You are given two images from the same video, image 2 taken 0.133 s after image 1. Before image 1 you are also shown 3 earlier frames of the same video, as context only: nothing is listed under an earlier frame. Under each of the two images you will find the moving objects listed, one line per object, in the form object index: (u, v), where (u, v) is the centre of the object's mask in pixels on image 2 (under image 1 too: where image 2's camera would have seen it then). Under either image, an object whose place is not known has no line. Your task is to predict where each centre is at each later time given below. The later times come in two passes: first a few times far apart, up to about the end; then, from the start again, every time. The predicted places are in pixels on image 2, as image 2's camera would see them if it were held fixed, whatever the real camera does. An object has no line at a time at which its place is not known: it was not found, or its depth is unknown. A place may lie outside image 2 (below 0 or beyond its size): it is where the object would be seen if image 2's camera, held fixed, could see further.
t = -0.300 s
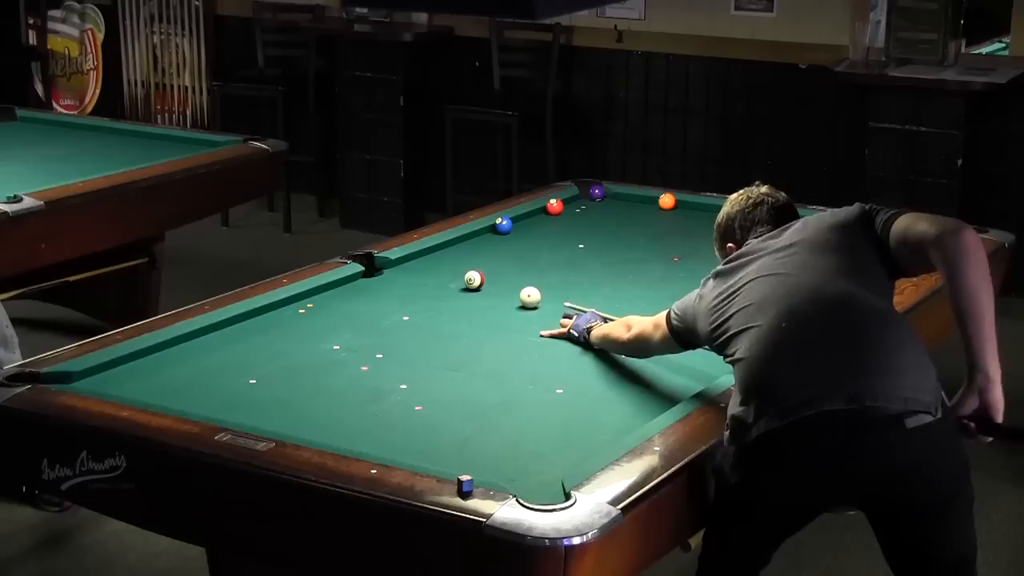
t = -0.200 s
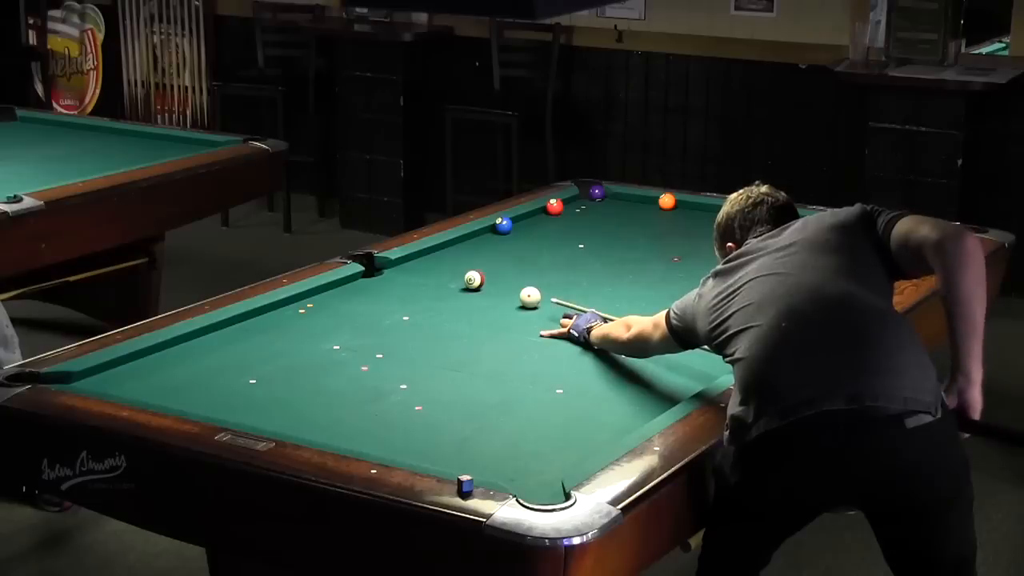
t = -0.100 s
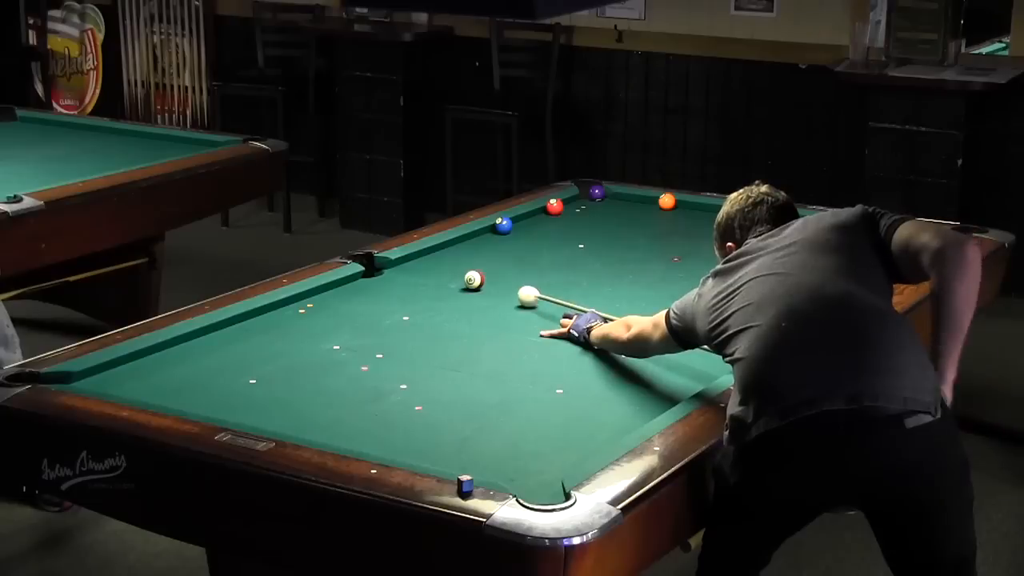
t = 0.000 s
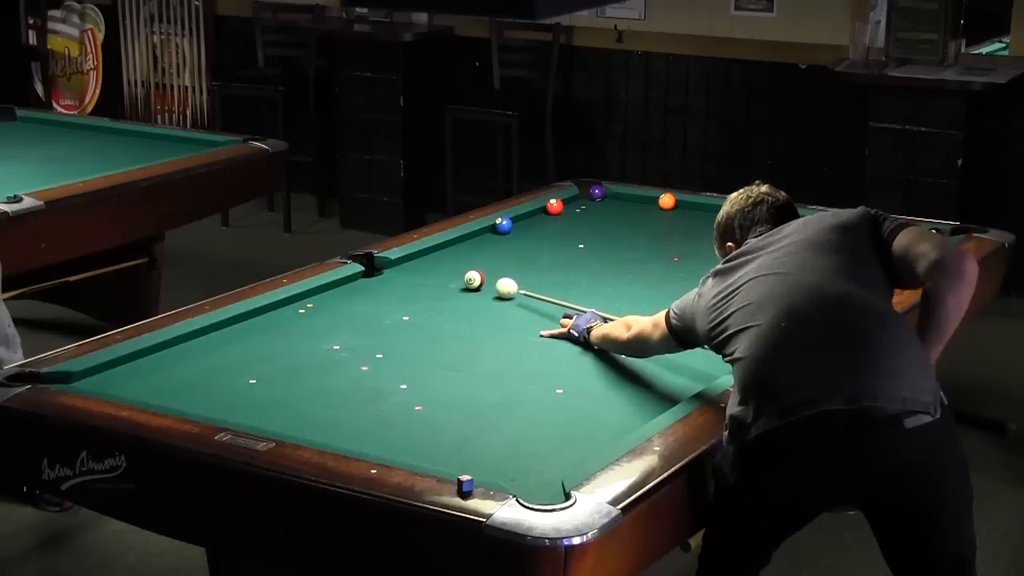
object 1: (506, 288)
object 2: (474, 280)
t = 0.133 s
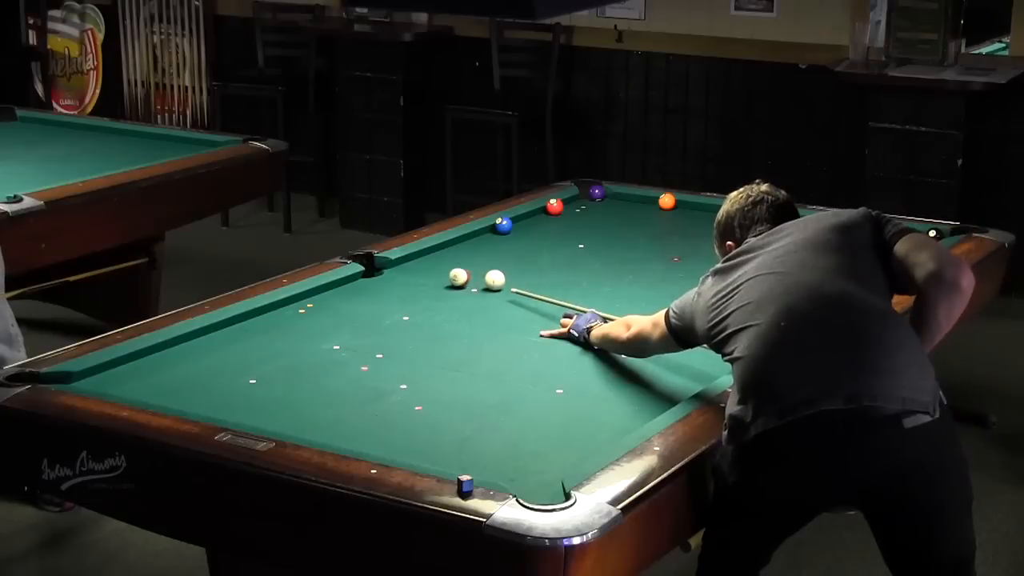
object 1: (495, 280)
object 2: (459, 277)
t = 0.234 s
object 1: (495, 275)
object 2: (442, 275)
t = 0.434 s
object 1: (497, 267)
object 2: (408, 269)
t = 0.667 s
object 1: (498, 258)
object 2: (372, 269)
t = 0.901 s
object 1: (498, 250)
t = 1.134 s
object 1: (499, 243)
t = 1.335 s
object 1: (499, 237)
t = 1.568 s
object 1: (499, 231)
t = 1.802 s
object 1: (496, 228)
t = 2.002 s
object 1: (497, 228)
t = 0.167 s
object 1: (495, 278)
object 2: (453, 276)
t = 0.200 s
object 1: (495, 277)
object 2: (447, 275)
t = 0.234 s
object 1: (495, 275)
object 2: (442, 275)
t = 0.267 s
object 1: (496, 274)
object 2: (436, 274)
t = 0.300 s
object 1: (496, 273)
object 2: (430, 273)
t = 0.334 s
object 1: (496, 271)
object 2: (425, 272)
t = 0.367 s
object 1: (496, 270)
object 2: (419, 272)
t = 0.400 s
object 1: (496, 268)
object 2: (413, 270)
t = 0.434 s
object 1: (497, 267)
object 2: (408, 269)
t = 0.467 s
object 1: (497, 266)
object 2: (402, 268)
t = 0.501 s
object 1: (497, 264)
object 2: (397, 267)
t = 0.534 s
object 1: (497, 263)
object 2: (391, 267)
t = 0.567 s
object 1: (497, 262)
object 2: (387, 266)
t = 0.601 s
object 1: (498, 261)
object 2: (381, 266)
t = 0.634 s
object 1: (498, 259)
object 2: (376, 266)
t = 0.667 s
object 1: (498, 258)
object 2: (372, 269)
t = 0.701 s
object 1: (498, 257)
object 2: (368, 274)
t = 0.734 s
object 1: (498, 256)
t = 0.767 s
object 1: (498, 254)
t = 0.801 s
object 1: (498, 253)
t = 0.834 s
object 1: (498, 252)
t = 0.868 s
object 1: (498, 251)
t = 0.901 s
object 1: (498, 250)
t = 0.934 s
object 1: (498, 249)
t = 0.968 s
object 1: (498, 248)
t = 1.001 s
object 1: (499, 247)
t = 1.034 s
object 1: (499, 246)
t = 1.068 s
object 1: (499, 245)
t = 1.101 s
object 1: (499, 244)
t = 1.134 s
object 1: (499, 243)
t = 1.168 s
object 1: (499, 242)
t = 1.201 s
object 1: (499, 241)
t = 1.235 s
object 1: (499, 240)
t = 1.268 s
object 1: (499, 239)
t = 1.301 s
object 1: (499, 238)
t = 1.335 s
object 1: (499, 237)
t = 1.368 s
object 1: (499, 236)
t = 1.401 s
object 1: (499, 235)
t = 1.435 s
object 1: (499, 234)
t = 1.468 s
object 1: (499, 234)
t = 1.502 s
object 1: (499, 233)
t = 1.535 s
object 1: (499, 232)
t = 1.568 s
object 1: (499, 231)
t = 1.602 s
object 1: (499, 231)
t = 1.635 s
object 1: (499, 230)
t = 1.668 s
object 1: (498, 229)
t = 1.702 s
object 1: (497, 229)
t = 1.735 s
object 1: (497, 229)
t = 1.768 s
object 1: (496, 228)
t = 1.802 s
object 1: (496, 228)
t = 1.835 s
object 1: (495, 228)
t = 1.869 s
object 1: (495, 228)
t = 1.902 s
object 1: (496, 228)
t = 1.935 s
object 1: (496, 228)
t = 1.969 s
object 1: (497, 228)
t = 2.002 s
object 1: (497, 228)
